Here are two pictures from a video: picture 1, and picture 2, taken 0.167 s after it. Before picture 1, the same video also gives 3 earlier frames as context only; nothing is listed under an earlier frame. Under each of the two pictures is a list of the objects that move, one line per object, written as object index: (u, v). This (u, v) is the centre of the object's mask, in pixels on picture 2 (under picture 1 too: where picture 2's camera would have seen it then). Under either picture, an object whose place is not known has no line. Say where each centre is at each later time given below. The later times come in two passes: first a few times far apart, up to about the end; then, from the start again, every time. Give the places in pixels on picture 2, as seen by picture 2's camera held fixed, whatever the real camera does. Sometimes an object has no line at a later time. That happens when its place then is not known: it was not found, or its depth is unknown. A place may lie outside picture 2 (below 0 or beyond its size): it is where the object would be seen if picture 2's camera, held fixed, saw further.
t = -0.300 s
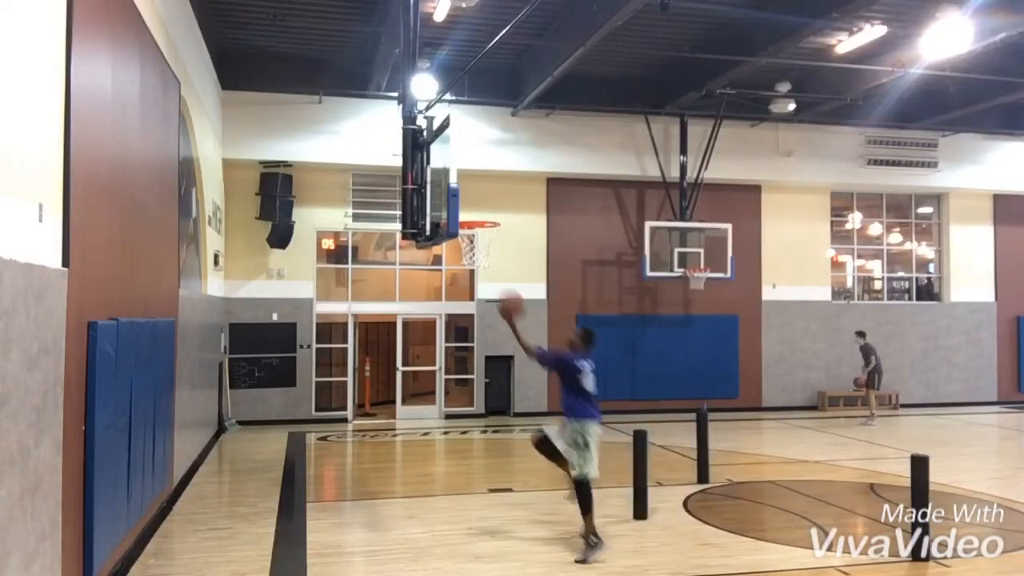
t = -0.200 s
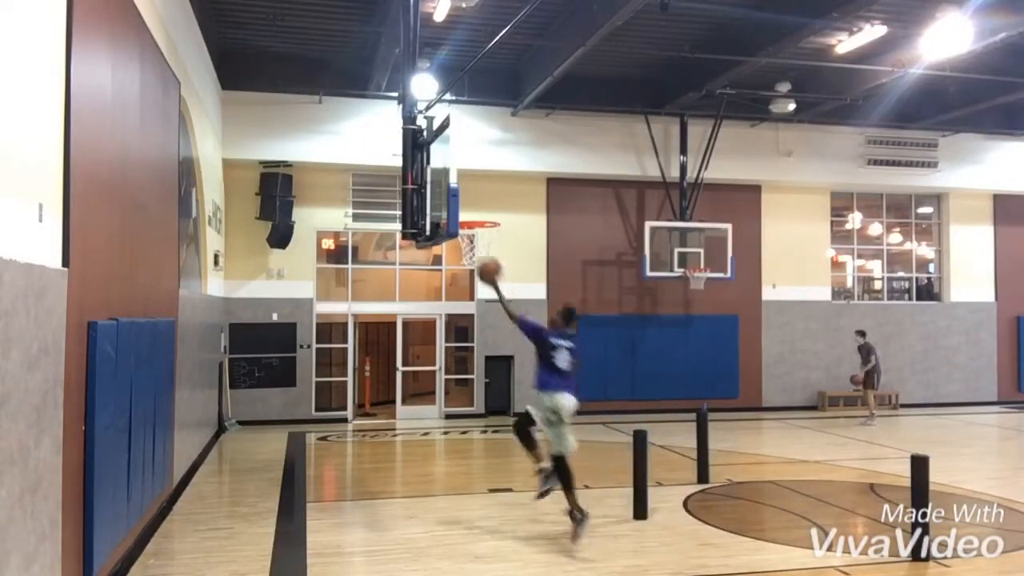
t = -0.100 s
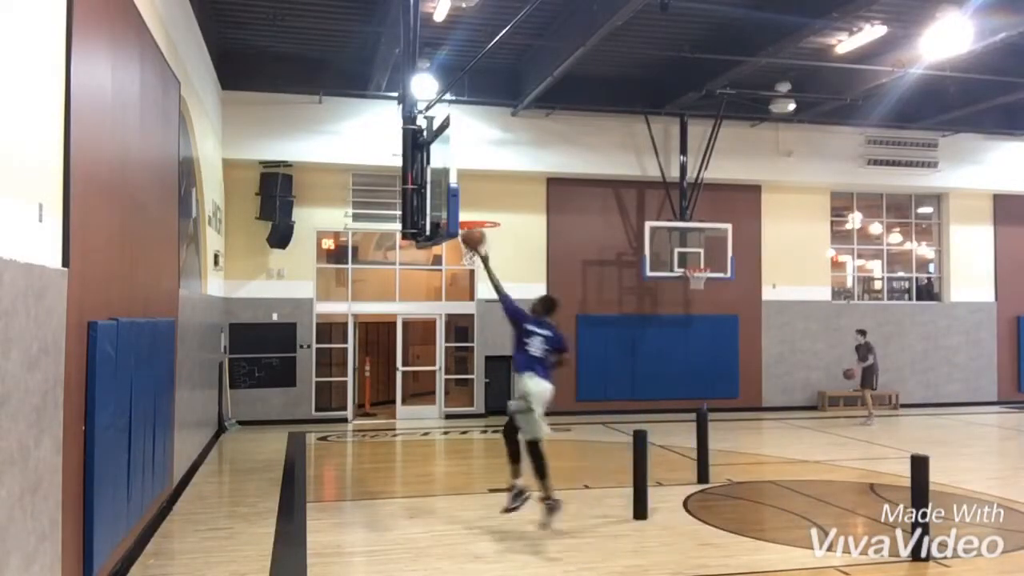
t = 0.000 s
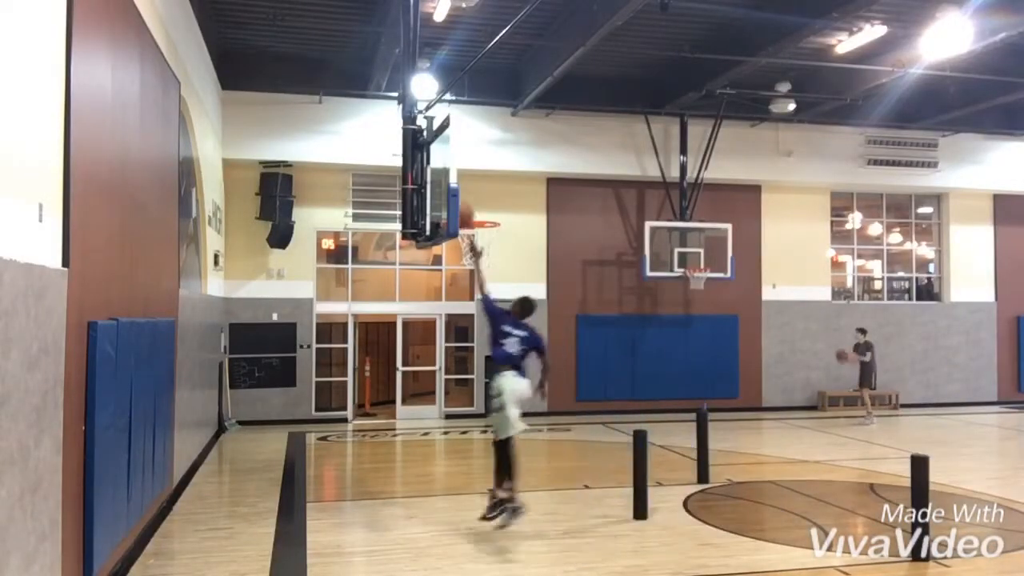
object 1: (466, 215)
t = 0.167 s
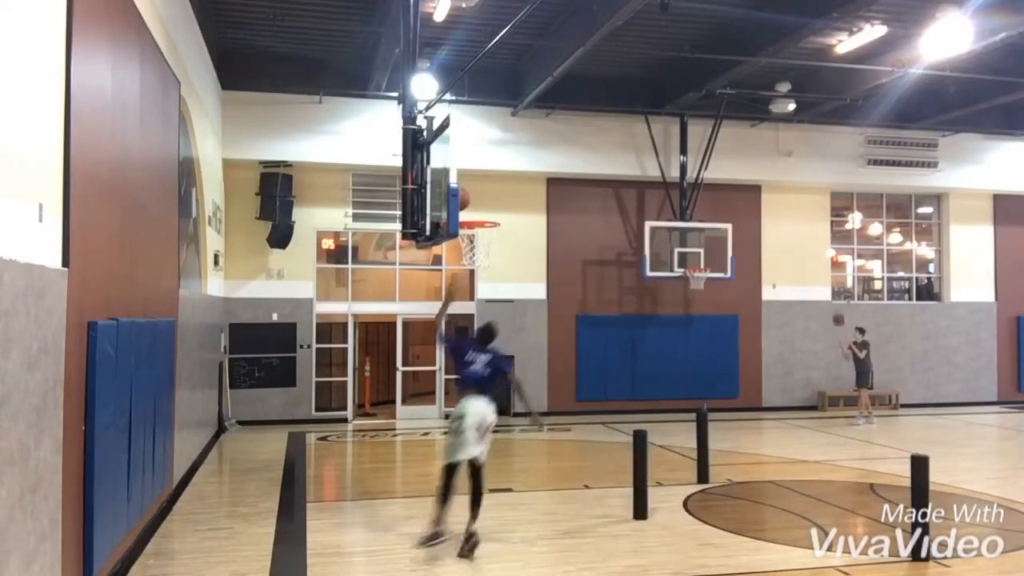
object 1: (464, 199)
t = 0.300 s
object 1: (467, 205)
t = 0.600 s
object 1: (480, 261)
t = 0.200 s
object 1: (464, 199)
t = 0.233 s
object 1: (465, 200)
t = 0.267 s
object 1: (466, 201)
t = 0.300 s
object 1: (467, 205)
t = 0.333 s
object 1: (468, 210)
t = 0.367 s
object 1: (468, 213)
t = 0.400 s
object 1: (469, 215)
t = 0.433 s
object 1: (471, 235)
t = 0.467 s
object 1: (472, 238)
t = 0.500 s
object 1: (475, 243)
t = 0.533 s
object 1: (474, 251)
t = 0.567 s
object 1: (477, 256)
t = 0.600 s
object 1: (480, 261)
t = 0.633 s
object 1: (481, 268)
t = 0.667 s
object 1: (483, 273)
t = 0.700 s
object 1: (485, 281)
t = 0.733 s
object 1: (487, 289)
